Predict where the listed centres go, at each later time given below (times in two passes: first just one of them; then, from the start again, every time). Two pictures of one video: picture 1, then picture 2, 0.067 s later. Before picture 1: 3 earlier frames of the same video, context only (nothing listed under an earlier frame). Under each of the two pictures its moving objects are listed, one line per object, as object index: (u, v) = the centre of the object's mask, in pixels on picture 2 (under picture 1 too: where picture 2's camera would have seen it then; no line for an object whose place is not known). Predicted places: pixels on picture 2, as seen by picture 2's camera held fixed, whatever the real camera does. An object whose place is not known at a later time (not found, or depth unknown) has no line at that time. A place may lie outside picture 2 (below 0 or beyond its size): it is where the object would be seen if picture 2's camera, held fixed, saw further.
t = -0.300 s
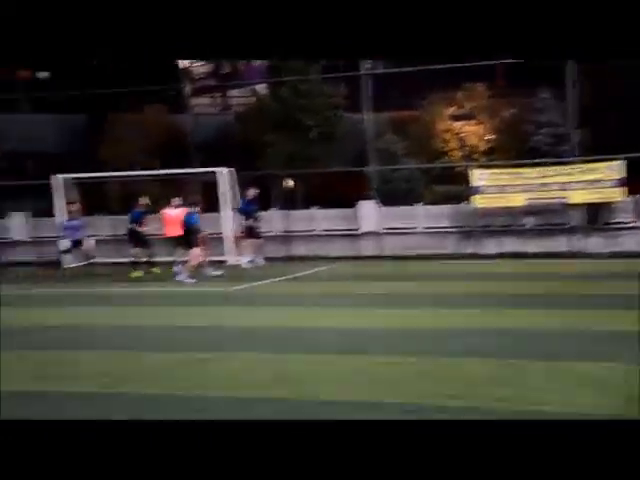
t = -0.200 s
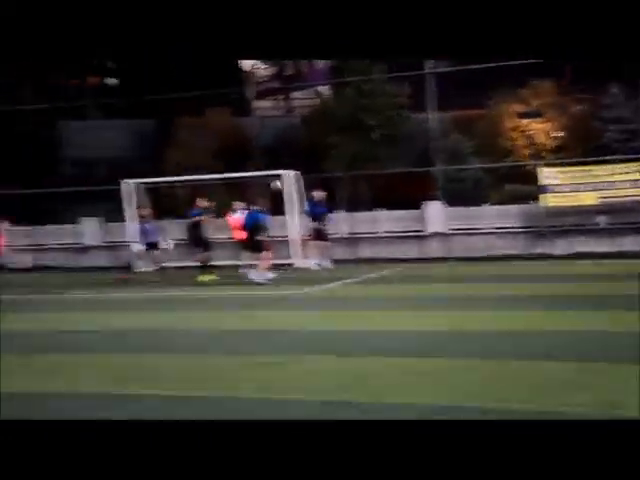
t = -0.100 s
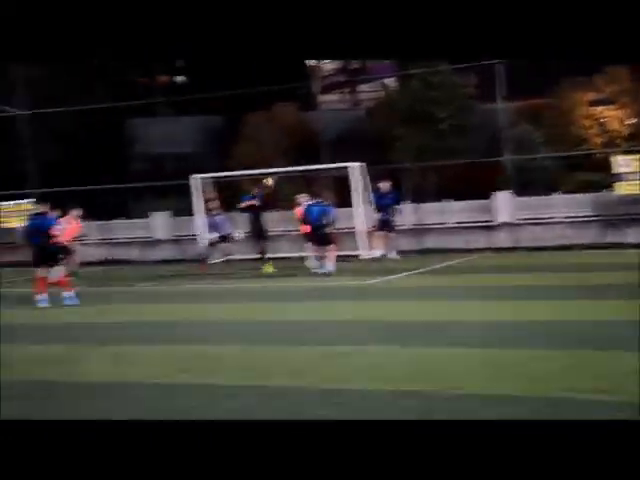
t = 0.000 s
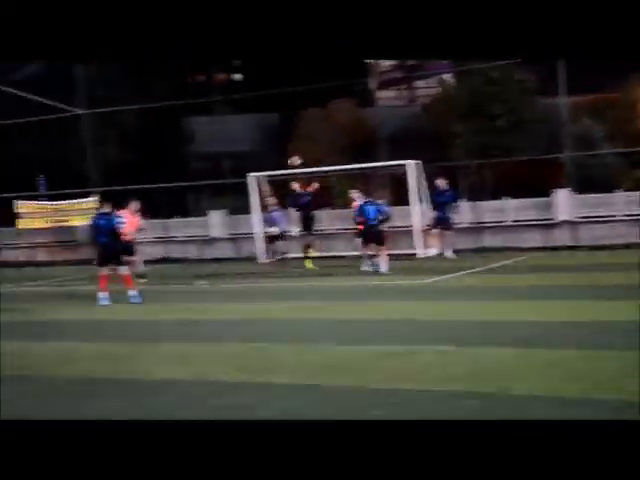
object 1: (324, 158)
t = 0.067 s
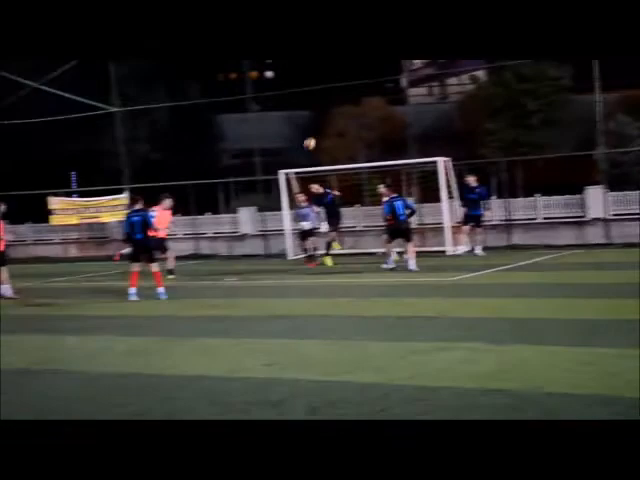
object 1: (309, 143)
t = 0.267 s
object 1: (259, 107)
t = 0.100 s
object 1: (301, 137)
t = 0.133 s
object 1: (293, 130)
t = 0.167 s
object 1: (285, 124)
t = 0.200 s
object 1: (277, 119)
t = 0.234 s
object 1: (269, 113)
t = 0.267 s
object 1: (259, 107)
